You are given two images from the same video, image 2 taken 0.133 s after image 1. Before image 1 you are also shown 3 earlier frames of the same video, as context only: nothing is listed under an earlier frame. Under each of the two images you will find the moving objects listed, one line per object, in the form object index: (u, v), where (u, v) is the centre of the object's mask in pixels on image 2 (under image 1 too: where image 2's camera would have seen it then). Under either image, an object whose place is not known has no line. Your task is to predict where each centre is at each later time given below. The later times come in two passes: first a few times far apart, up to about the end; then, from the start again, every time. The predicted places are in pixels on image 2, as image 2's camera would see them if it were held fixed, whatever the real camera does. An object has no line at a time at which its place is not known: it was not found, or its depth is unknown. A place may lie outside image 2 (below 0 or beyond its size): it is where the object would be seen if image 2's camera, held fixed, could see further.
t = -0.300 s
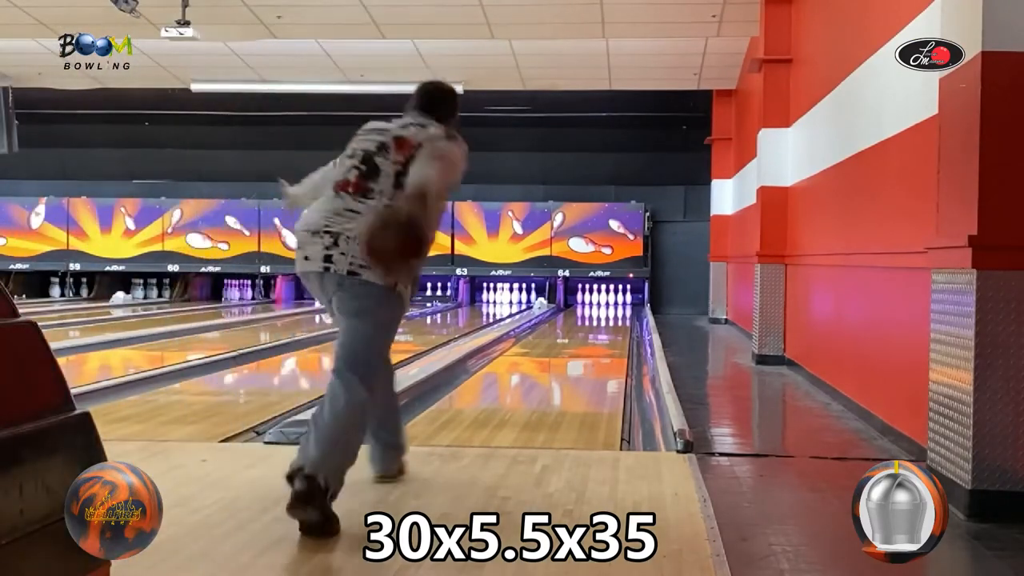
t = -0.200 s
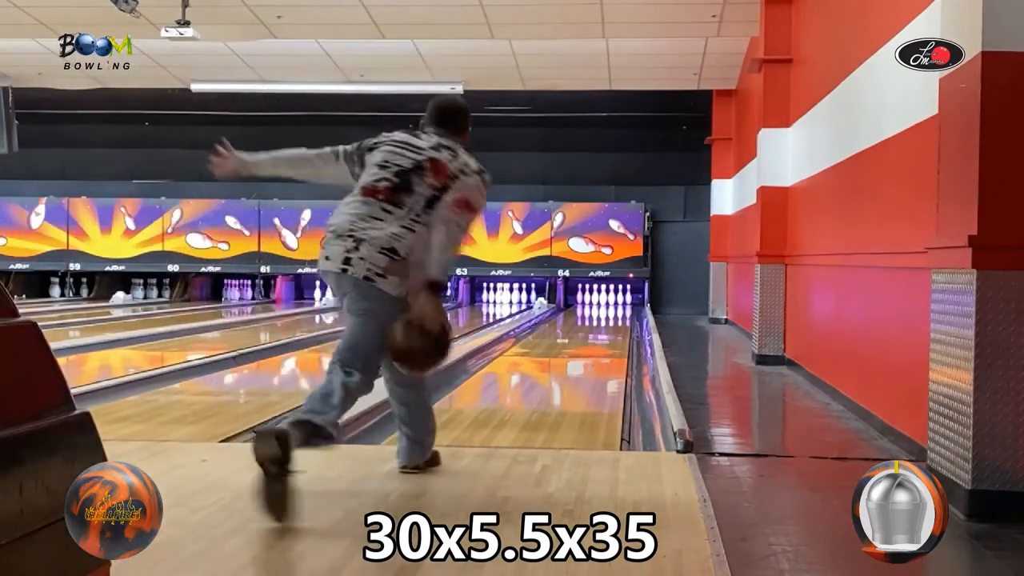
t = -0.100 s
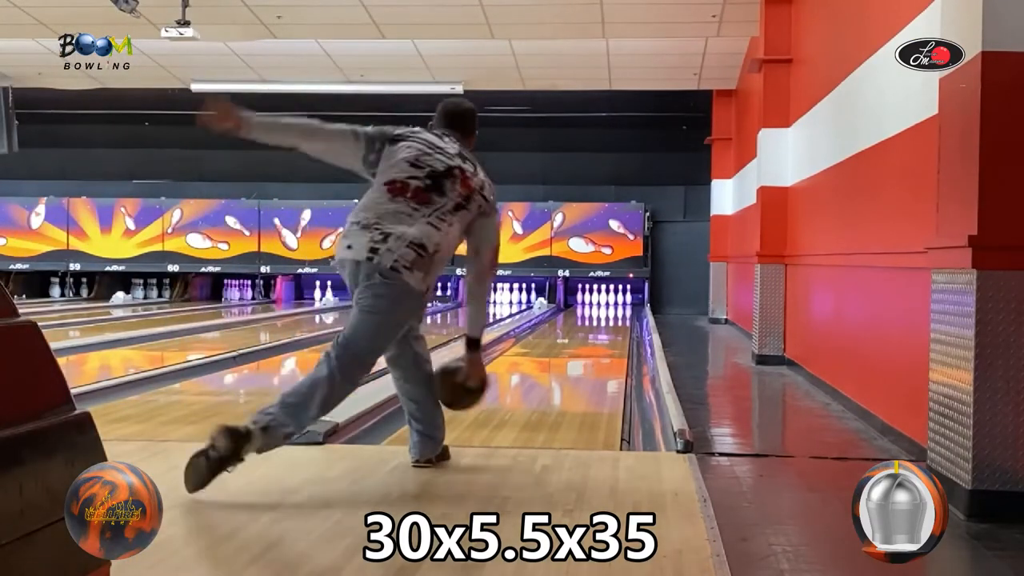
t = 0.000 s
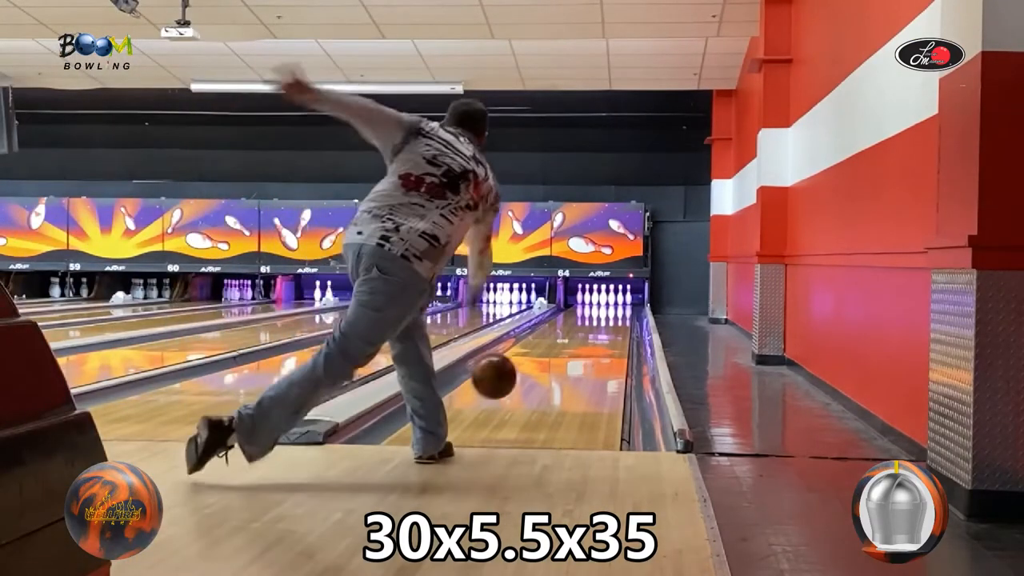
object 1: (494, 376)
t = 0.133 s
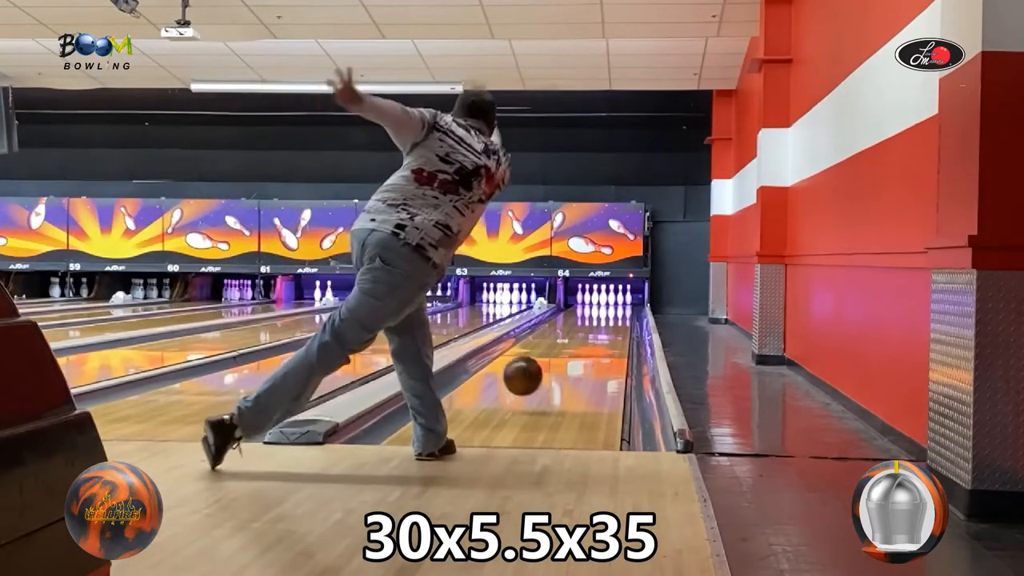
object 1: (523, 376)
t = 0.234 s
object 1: (539, 380)
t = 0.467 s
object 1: (567, 358)
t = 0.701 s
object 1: (586, 343)
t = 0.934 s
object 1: (599, 331)
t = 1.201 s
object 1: (608, 322)
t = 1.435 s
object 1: (615, 316)
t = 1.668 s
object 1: (619, 312)
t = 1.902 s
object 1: (619, 308)
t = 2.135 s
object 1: (617, 304)
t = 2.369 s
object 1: (611, 301)
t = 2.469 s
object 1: (607, 301)
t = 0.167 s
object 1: (528, 381)
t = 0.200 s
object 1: (534, 385)
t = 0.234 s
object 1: (539, 380)
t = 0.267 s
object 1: (544, 377)
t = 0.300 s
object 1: (548, 373)
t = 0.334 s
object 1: (553, 370)
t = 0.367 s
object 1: (557, 367)
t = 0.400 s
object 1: (561, 364)
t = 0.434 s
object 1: (564, 360)
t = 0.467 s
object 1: (567, 358)
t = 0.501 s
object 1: (570, 355)
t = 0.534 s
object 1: (573, 353)
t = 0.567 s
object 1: (576, 350)
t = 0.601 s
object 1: (579, 348)
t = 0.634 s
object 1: (581, 346)
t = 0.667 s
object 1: (583, 345)
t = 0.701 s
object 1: (586, 343)
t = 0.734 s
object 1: (588, 341)
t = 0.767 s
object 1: (590, 339)
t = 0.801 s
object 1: (592, 338)
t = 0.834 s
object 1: (594, 336)
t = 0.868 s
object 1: (595, 335)
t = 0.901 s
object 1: (597, 334)
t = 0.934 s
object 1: (599, 331)
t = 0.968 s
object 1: (600, 330)
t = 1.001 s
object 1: (602, 329)
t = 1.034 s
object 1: (603, 327)
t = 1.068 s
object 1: (605, 327)
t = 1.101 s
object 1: (606, 326)
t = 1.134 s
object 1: (607, 324)
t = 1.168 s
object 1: (607, 323)
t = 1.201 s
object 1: (608, 322)
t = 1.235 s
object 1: (610, 321)
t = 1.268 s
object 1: (611, 320)
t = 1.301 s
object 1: (612, 320)
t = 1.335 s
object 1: (613, 319)
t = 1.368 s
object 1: (614, 318)
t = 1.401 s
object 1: (614, 317)
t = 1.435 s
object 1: (615, 316)
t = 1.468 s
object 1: (616, 316)
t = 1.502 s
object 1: (616, 315)
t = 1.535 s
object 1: (617, 314)
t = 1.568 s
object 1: (617, 313)
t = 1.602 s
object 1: (618, 313)
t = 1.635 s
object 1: (619, 312)
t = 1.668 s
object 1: (619, 312)
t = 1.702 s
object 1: (619, 311)
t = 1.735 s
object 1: (619, 310)
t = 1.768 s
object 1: (620, 310)
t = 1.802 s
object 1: (620, 309)
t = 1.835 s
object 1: (620, 309)
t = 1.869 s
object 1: (620, 308)
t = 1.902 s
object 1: (619, 308)
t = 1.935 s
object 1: (619, 307)
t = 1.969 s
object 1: (619, 307)
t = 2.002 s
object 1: (619, 306)
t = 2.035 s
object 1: (619, 306)
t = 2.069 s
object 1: (618, 305)
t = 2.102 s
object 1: (617, 305)
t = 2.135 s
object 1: (617, 304)
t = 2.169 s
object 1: (617, 304)
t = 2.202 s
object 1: (615, 303)
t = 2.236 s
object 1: (615, 303)
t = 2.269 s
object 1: (613, 303)
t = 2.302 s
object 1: (612, 302)
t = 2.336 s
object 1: (612, 301)
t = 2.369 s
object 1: (611, 301)
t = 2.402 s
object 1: (610, 301)
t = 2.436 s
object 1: (609, 301)
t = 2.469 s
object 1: (607, 301)
